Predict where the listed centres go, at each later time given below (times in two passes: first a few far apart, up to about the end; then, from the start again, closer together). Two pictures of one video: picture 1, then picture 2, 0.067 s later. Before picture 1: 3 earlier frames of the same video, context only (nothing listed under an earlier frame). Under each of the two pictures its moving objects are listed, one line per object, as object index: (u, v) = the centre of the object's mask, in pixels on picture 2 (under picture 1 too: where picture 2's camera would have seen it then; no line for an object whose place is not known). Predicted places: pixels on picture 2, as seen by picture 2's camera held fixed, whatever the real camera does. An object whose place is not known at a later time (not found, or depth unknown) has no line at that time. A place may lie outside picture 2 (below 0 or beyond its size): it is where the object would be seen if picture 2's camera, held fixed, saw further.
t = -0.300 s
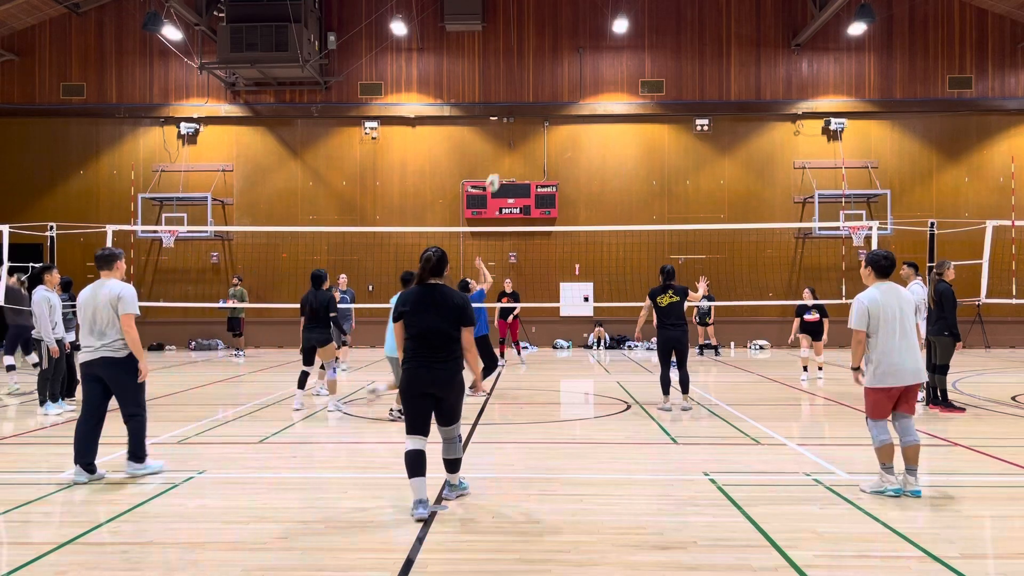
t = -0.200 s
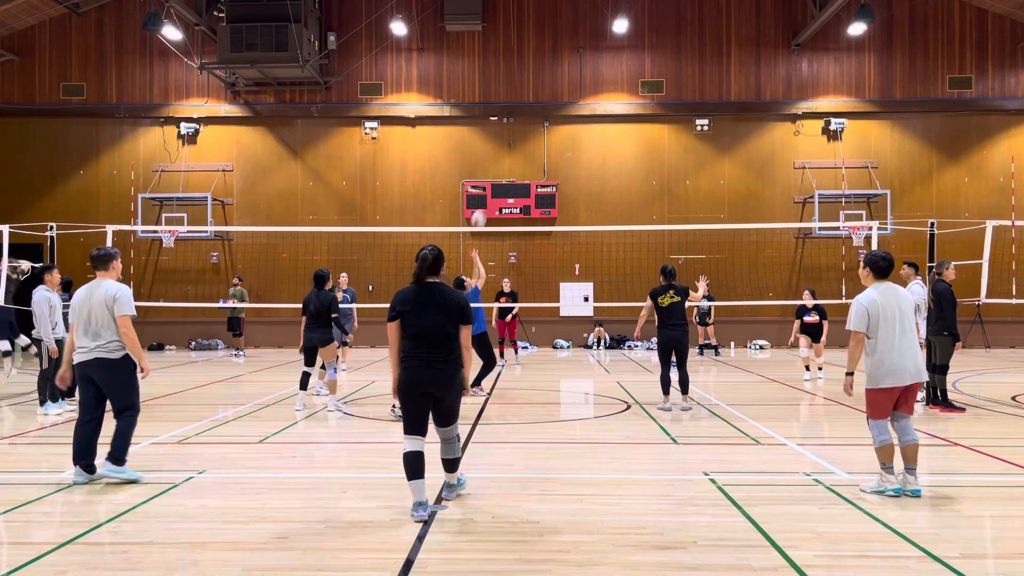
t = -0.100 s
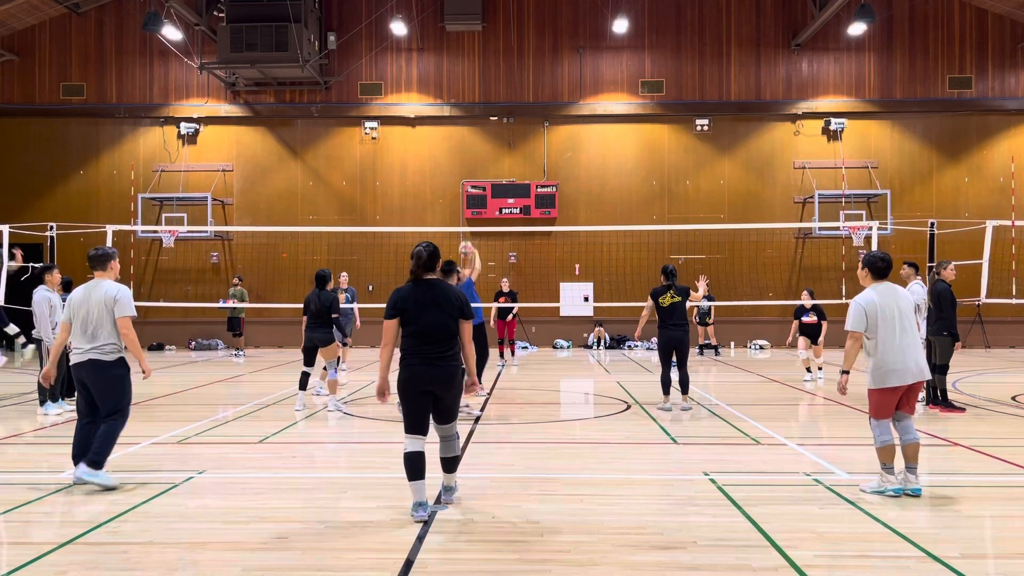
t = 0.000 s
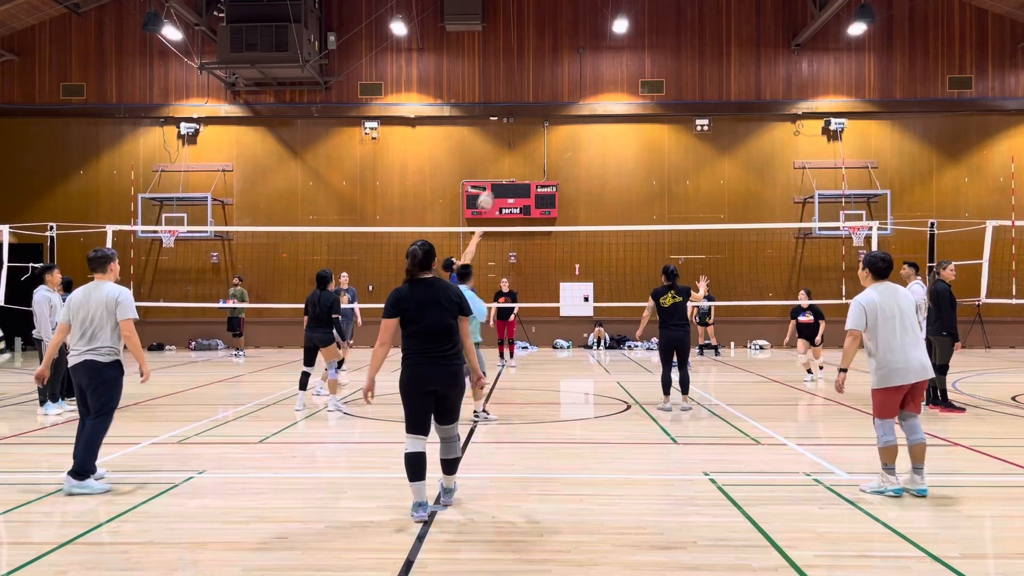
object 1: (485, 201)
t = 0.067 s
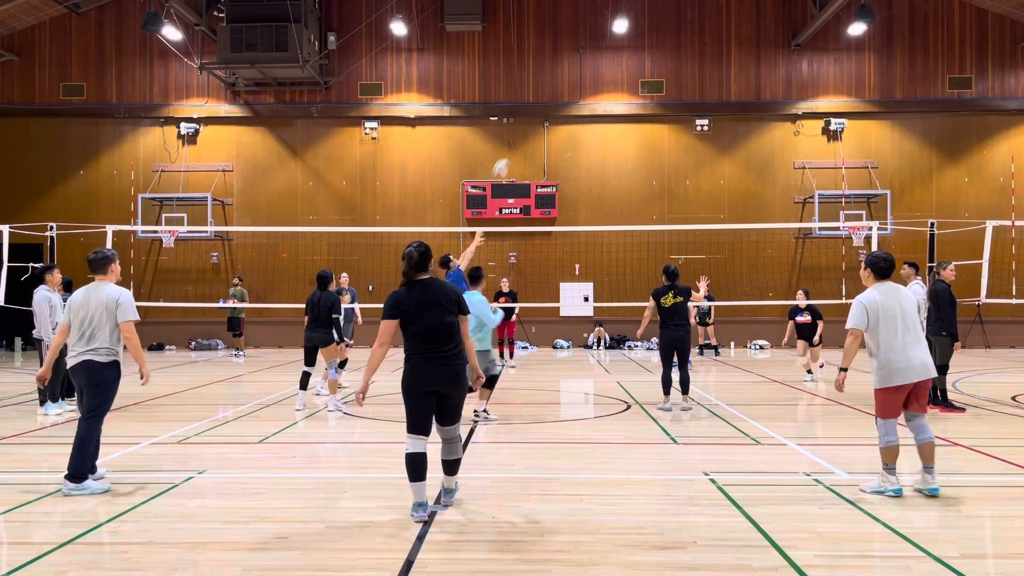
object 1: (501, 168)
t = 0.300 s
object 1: (555, 84)
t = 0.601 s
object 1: (622, 34)
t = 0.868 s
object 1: (679, 44)
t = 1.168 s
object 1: (740, 116)
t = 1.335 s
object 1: (772, 180)
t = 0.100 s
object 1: (509, 153)
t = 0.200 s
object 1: (533, 115)
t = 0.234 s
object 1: (540, 104)
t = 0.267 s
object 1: (548, 93)
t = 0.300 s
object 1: (555, 84)
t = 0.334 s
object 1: (563, 75)
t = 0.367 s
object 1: (571, 66)
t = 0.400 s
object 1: (578, 59)
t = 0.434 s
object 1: (585, 53)
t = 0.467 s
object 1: (592, 48)
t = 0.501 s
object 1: (599, 43)
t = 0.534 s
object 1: (607, 39)
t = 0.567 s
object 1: (614, 37)
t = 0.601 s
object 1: (622, 34)
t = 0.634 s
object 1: (630, 33)
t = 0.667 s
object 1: (636, 32)
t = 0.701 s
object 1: (643, 32)
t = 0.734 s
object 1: (651, 33)
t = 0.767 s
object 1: (658, 35)
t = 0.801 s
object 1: (665, 37)
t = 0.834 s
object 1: (672, 40)
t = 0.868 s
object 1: (679, 44)
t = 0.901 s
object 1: (686, 49)
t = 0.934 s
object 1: (693, 55)
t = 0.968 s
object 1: (700, 62)
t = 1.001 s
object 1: (707, 69)
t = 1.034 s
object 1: (714, 77)
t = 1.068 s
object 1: (720, 85)
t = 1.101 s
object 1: (727, 95)
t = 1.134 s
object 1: (733, 105)
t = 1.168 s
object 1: (740, 116)
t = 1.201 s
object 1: (746, 127)
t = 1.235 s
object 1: (753, 139)
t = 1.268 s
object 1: (760, 152)
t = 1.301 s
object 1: (766, 165)
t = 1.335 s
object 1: (772, 180)
